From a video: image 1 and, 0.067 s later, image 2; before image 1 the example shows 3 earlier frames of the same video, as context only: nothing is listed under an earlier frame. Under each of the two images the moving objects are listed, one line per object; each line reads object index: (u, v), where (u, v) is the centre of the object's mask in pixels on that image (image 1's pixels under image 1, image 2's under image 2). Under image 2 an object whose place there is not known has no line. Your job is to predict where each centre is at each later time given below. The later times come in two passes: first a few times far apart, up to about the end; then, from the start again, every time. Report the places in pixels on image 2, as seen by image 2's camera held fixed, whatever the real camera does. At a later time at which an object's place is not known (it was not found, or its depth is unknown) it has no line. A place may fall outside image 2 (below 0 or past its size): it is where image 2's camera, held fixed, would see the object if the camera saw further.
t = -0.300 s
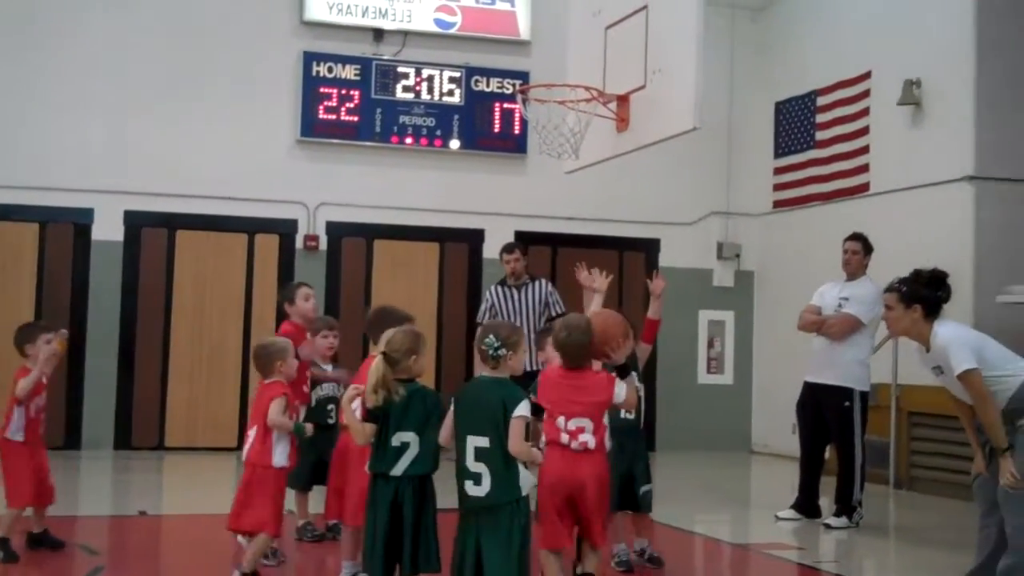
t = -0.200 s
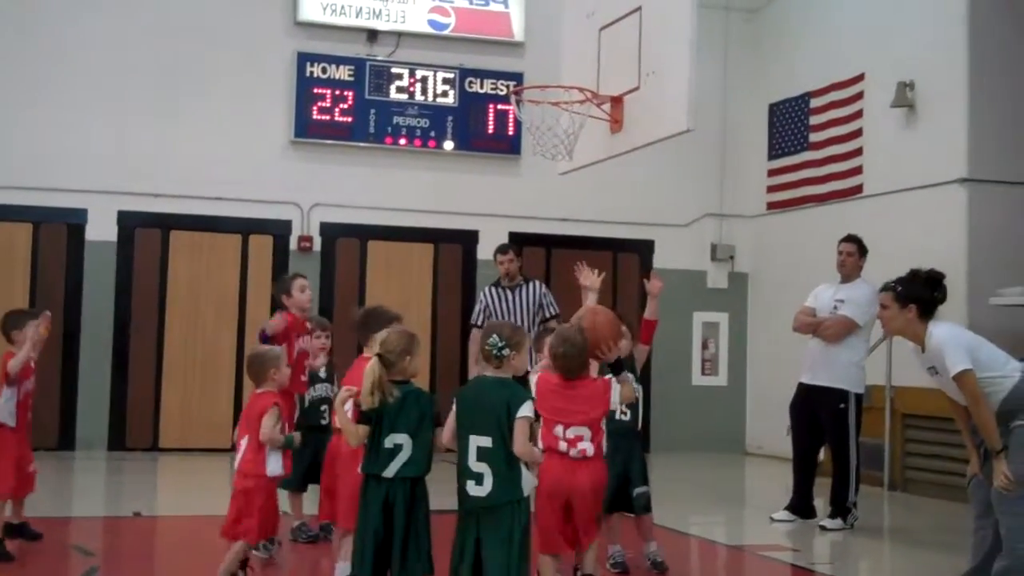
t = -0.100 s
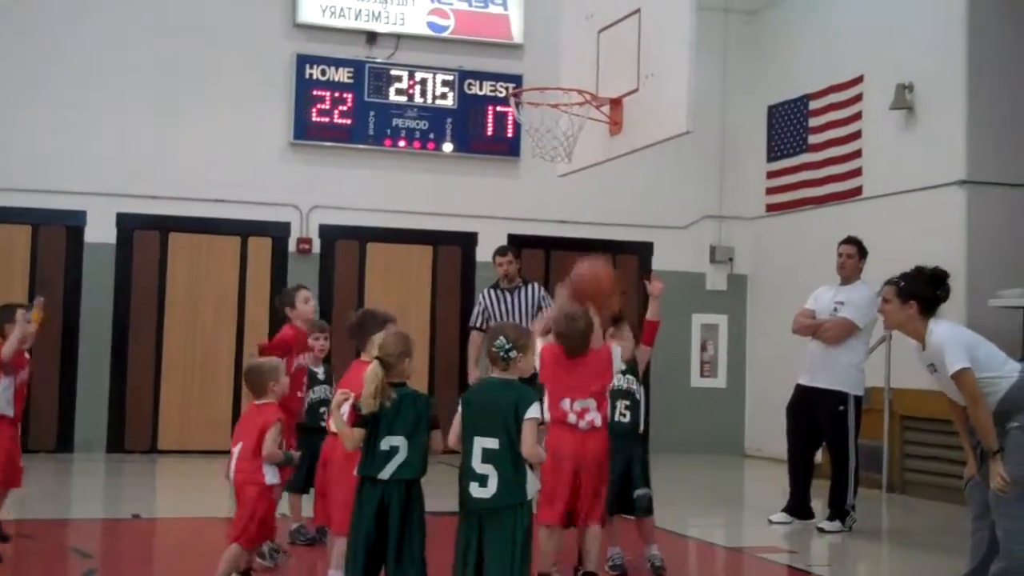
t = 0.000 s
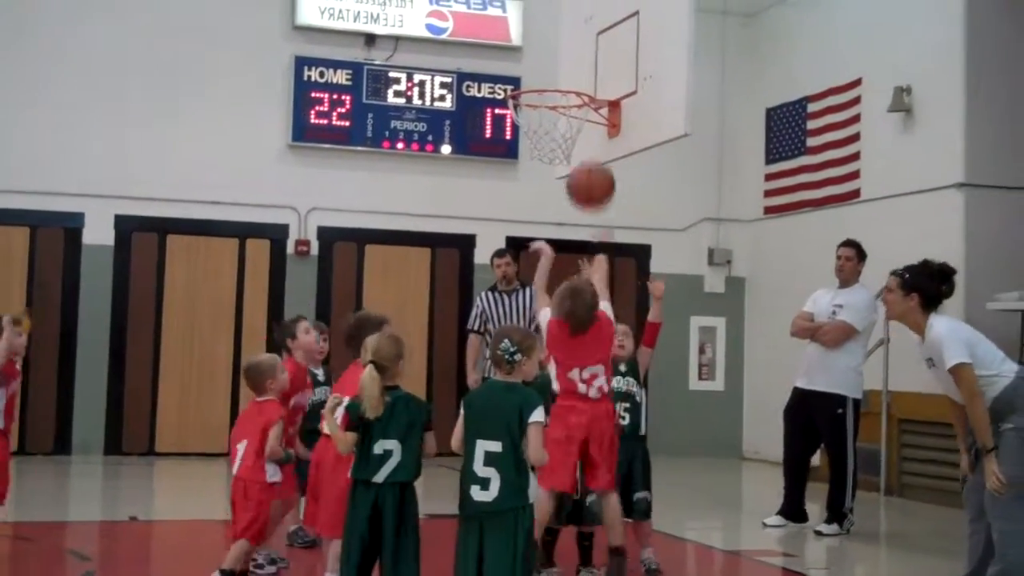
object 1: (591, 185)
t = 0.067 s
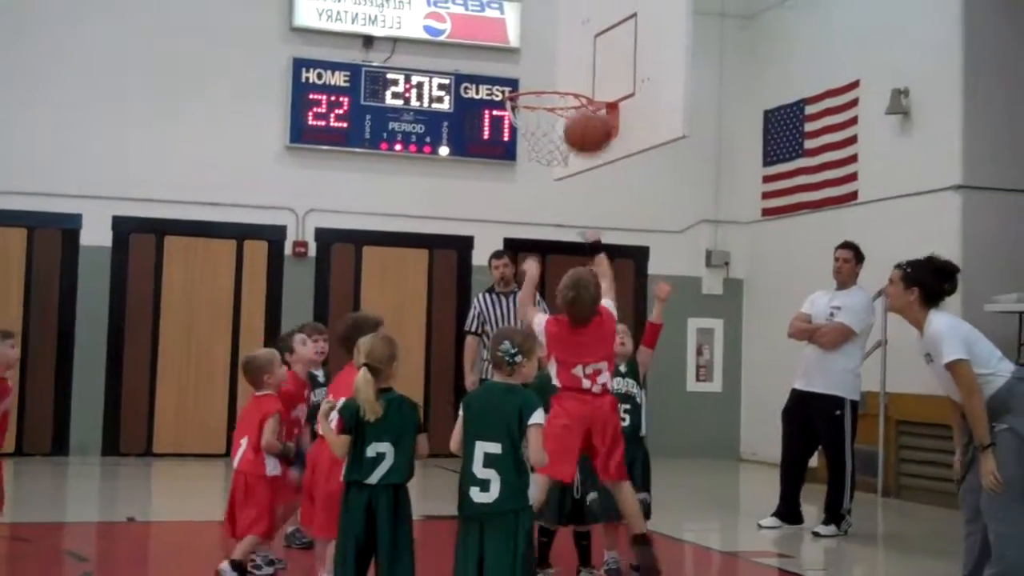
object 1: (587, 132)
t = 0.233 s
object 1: (585, 45)
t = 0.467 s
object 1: (580, 24)
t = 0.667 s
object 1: (574, 82)
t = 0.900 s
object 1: (528, 195)
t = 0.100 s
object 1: (587, 109)
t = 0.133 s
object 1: (587, 89)
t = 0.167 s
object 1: (586, 72)
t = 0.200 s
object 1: (586, 58)
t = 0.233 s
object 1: (585, 45)
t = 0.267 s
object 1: (585, 36)
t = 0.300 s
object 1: (584, 29)
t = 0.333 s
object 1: (584, 23)
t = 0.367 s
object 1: (583, 21)
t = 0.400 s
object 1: (582, 20)
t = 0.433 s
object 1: (581, 21)
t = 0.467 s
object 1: (580, 24)
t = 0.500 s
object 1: (579, 30)
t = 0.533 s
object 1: (578, 37)
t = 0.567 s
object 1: (577, 46)
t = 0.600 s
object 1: (576, 56)
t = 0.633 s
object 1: (575, 69)
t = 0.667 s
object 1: (574, 82)
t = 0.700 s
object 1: (572, 98)
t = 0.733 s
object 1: (566, 111)
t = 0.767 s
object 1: (559, 124)
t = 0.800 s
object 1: (550, 140)
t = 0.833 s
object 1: (543, 157)
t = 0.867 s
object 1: (535, 176)
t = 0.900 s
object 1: (528, 195)
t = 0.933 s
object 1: (520, 216)
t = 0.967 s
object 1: (513, 239)
